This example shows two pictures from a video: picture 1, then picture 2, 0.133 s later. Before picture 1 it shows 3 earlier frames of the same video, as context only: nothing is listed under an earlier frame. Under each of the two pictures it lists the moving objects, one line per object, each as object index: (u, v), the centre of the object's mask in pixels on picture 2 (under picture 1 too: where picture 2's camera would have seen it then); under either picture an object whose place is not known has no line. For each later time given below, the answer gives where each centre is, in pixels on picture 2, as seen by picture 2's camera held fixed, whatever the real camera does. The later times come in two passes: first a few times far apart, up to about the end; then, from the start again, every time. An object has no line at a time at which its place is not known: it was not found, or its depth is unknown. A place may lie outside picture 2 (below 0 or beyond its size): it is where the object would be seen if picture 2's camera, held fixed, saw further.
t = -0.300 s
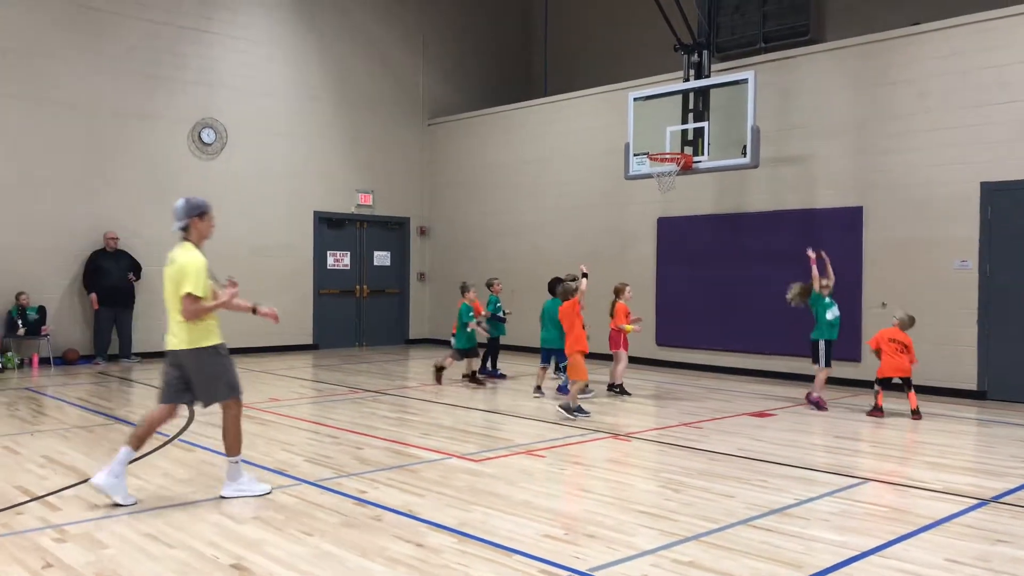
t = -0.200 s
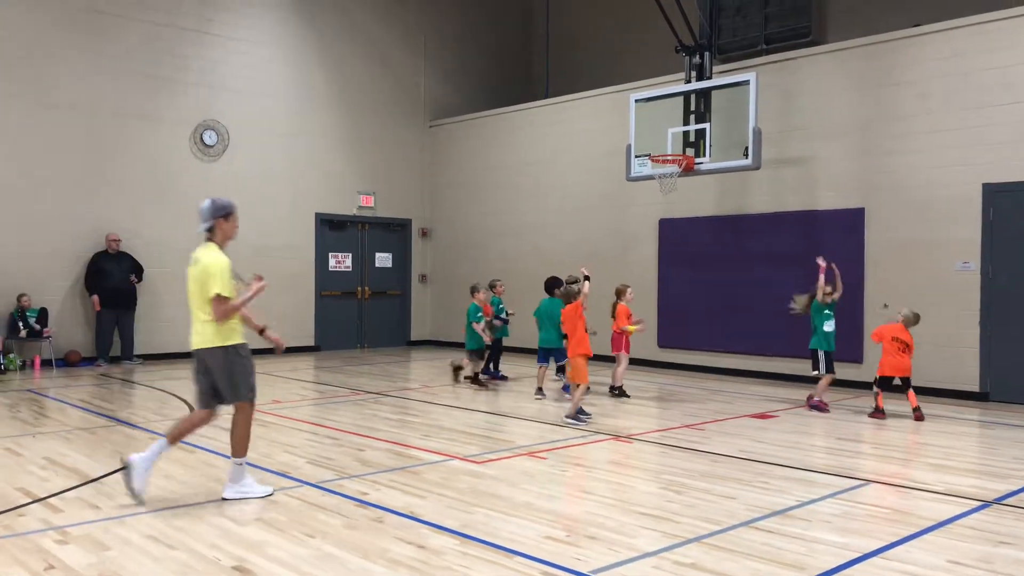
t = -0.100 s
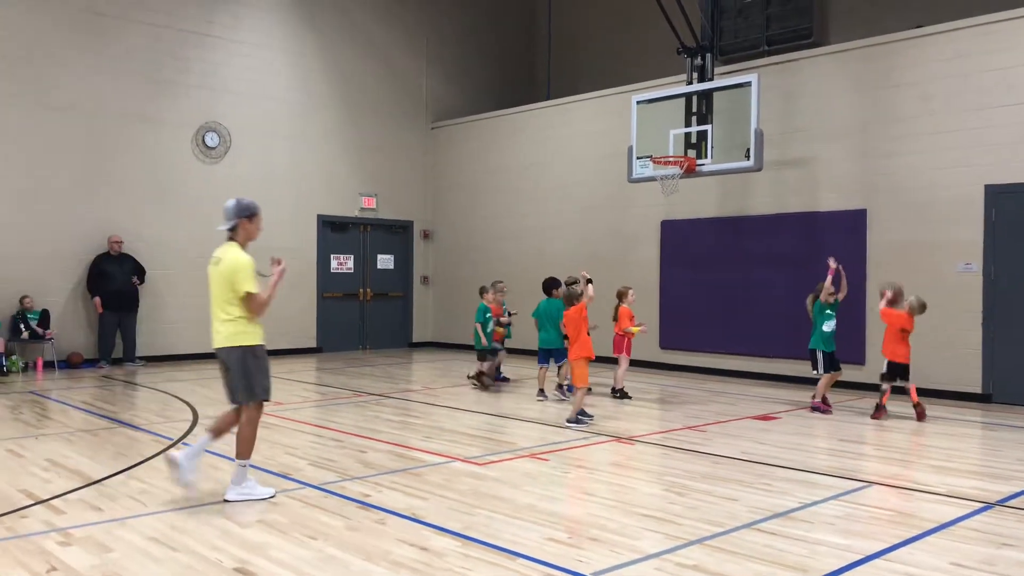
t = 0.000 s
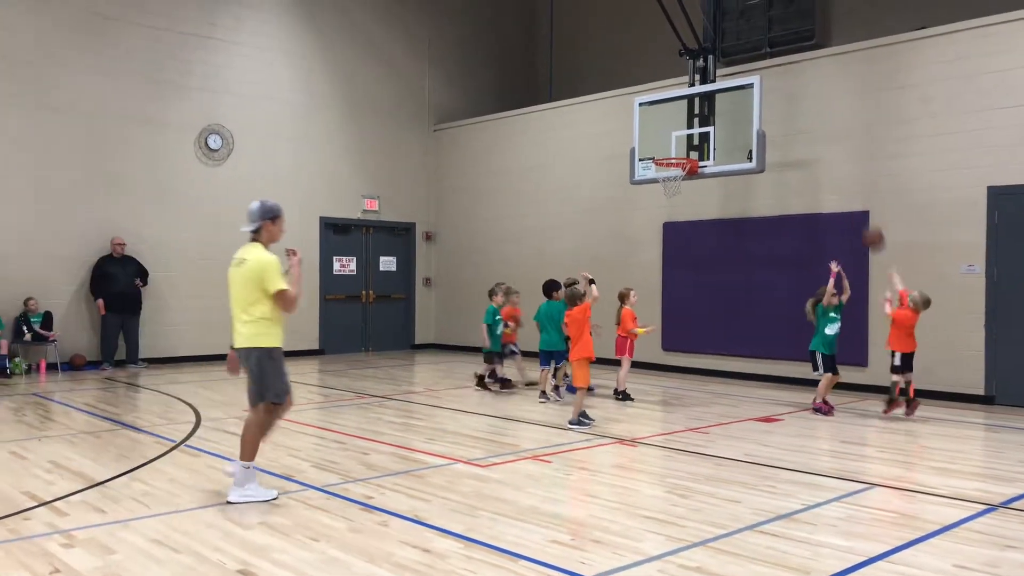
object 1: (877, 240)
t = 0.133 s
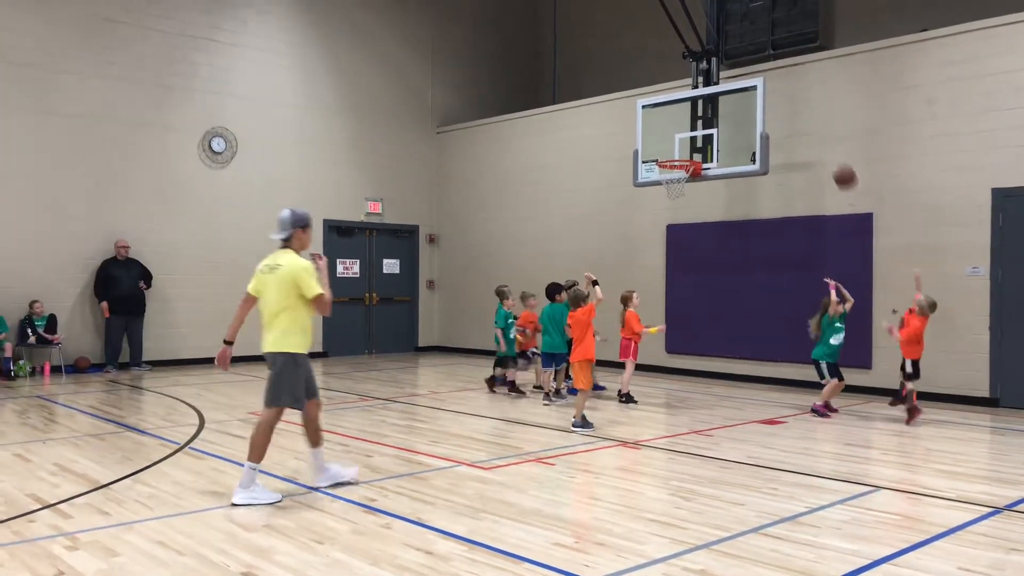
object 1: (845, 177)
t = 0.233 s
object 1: (822, 143)
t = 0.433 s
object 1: (781, 106)
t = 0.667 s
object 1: (737, 109)
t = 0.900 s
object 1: (696, 150)
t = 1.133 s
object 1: (689, 124)
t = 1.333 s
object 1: (680, 133)
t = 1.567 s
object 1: (665, 157)
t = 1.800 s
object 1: (636, 188)
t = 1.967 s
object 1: (617, 231)
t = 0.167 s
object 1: (837, 164)
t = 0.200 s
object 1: (830, 152)
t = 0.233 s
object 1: (822, 143)
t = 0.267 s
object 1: (815, 134)
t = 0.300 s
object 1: (808, 126)
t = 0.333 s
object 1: (801, 119)
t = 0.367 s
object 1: (794, 113)
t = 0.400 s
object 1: (788, 109)
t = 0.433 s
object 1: (781, 106)
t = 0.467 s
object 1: (775, 103)
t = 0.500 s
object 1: (769, 102)
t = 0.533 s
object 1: (762, 102)
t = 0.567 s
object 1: (756, 102)
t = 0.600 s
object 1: (749, 103)
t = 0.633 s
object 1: (743, 106)
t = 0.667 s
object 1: (737, 109)
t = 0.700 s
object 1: (731, 113)
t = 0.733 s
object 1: (725, 119)
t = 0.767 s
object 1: (719, 125)
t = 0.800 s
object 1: (714, 131)
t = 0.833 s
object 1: (706, 139)
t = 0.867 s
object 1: (700, 148)
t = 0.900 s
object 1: (696, 150)
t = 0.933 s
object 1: (696, 144)
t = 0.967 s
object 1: (695, 139)
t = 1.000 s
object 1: (693, 134)
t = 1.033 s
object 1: (692, 130)
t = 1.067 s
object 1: (691, 128)
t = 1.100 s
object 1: (690, 125)
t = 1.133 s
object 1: (689, 124)
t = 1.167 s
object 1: (688, 124)
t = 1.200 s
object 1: (687, 124)
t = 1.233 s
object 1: (686, 126)
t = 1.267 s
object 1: (684, 128)
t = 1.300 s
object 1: (682, 130)
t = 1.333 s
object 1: (680, 133)
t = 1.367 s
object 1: (678, 138)
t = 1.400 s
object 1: (676, 143)
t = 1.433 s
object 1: (675, 148)
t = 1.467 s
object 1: (673, 153)
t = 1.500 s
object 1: (670, 156)
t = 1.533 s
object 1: (668, 156)
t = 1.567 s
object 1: (665, 157)
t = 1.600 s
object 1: (661, 158)
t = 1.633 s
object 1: (656, 164)
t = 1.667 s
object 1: (651, 167)
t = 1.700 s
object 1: (648, 171)
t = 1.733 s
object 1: (645, 175)
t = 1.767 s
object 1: (641, 181)
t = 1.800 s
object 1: (636, 188)
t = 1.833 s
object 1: (633, 195)
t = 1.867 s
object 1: (628, 202)
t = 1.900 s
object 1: (624, 211)
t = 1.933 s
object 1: (621, 221)
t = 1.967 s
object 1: (617, 231)
